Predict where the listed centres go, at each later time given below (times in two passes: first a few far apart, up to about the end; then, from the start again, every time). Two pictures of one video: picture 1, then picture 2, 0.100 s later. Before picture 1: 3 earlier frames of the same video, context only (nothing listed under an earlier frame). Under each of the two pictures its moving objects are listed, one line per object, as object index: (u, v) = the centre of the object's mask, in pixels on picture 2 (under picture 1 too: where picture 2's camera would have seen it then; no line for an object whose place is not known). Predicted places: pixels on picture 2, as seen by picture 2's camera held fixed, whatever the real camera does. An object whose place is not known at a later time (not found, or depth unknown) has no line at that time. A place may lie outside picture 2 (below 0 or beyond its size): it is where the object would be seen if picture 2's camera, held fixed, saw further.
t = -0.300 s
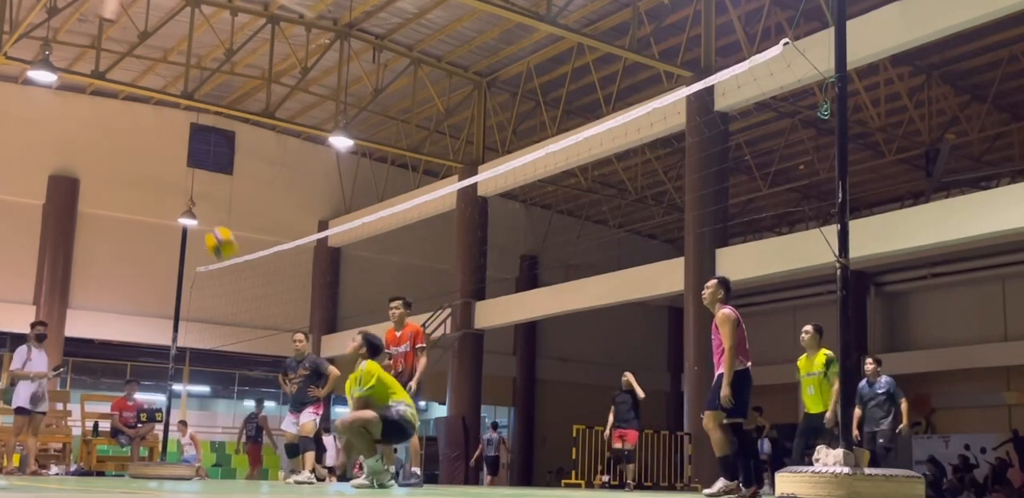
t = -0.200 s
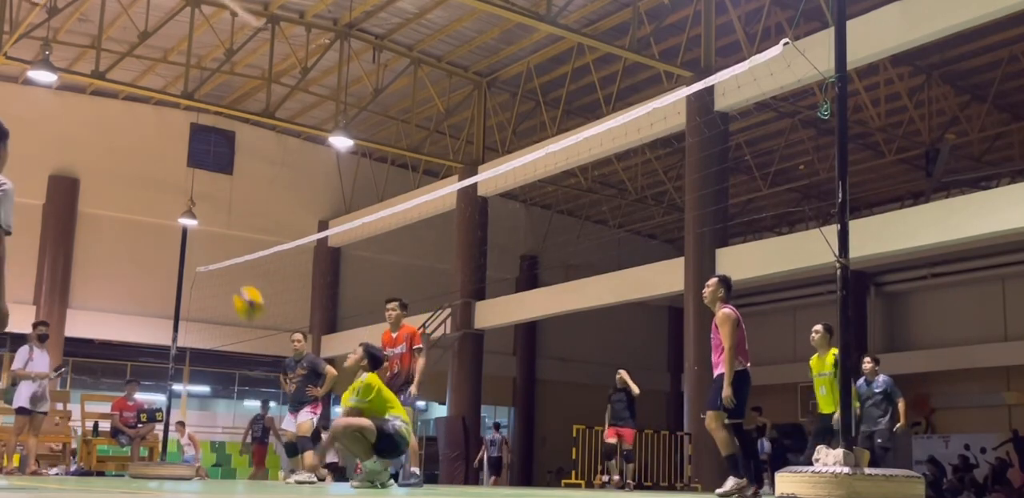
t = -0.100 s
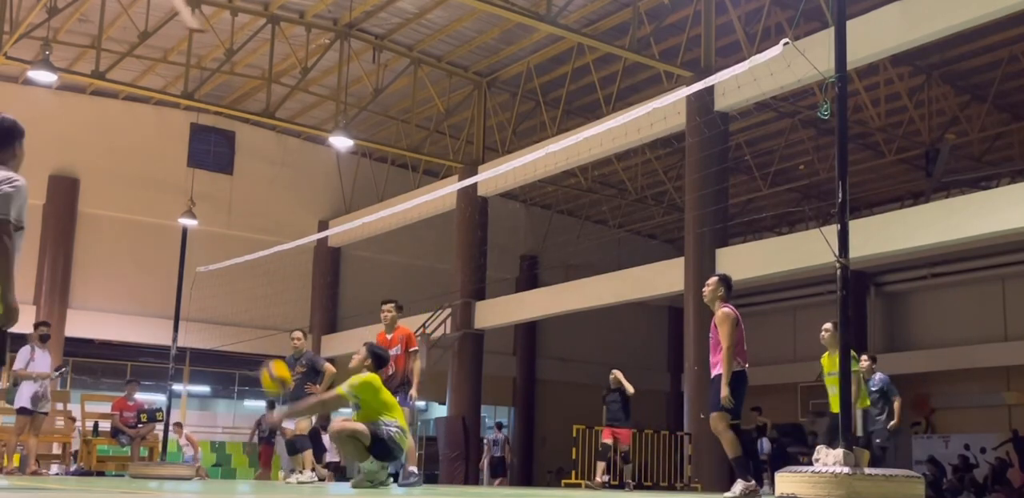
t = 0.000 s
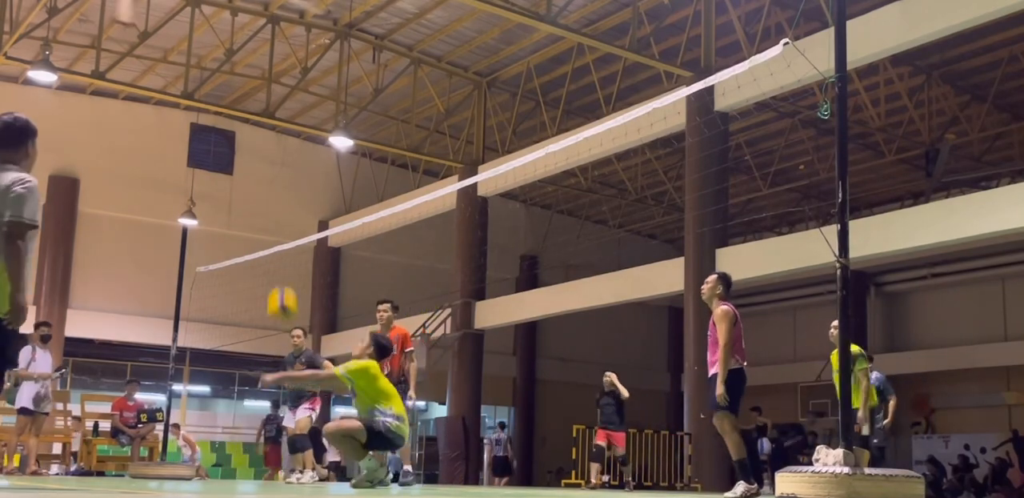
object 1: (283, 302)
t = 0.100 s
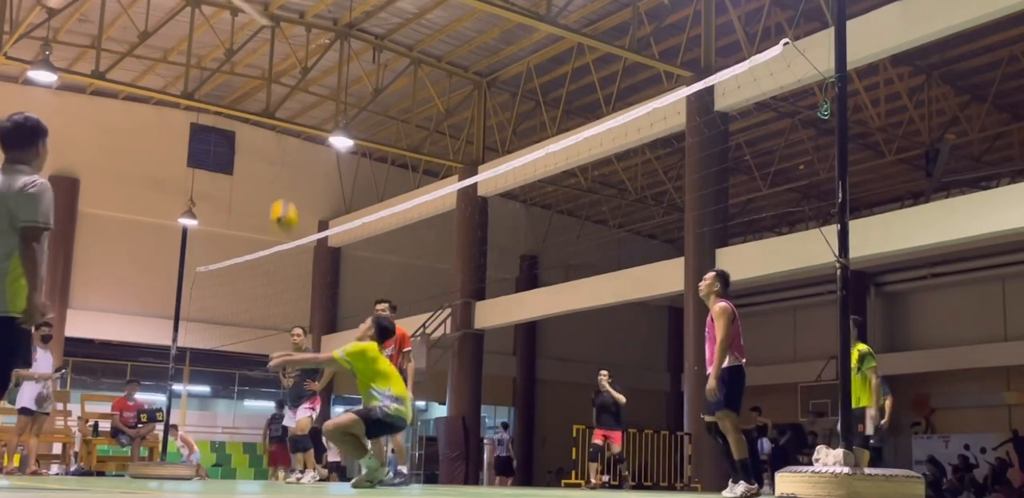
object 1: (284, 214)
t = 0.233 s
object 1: (282, 130)
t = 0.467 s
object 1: (279, 43)
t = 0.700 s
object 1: (274, 24)
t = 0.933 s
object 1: (265, 59)
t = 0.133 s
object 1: (284, 190)
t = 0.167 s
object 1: (283, 168)
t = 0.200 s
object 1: (282, 147)
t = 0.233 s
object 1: (282, 130)
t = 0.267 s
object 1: (281, 112)
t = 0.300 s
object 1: (281, 99)
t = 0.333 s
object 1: (280, 84)
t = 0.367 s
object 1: (279, 70)
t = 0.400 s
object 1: (280, 61)
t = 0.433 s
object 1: (280, 51)
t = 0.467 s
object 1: (279, 43)
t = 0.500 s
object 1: (279, 36)
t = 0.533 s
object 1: (278, 31)
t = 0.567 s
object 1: (277, 27)
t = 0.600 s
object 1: (276, 24)
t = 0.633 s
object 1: (276, 23)
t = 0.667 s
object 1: (275, 23)
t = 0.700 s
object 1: (274, 24)
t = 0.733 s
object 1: (273, 25)
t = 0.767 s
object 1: (272, 28)
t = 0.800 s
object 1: (271, 32)
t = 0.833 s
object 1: (269, 36)
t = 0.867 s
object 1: (268, 43)
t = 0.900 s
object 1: (267, 50)
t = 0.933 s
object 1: (265, 59)
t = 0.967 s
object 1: (264, 69)
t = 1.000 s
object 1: (262, 78)
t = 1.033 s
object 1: (261, 90)
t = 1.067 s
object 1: (260, 102)
